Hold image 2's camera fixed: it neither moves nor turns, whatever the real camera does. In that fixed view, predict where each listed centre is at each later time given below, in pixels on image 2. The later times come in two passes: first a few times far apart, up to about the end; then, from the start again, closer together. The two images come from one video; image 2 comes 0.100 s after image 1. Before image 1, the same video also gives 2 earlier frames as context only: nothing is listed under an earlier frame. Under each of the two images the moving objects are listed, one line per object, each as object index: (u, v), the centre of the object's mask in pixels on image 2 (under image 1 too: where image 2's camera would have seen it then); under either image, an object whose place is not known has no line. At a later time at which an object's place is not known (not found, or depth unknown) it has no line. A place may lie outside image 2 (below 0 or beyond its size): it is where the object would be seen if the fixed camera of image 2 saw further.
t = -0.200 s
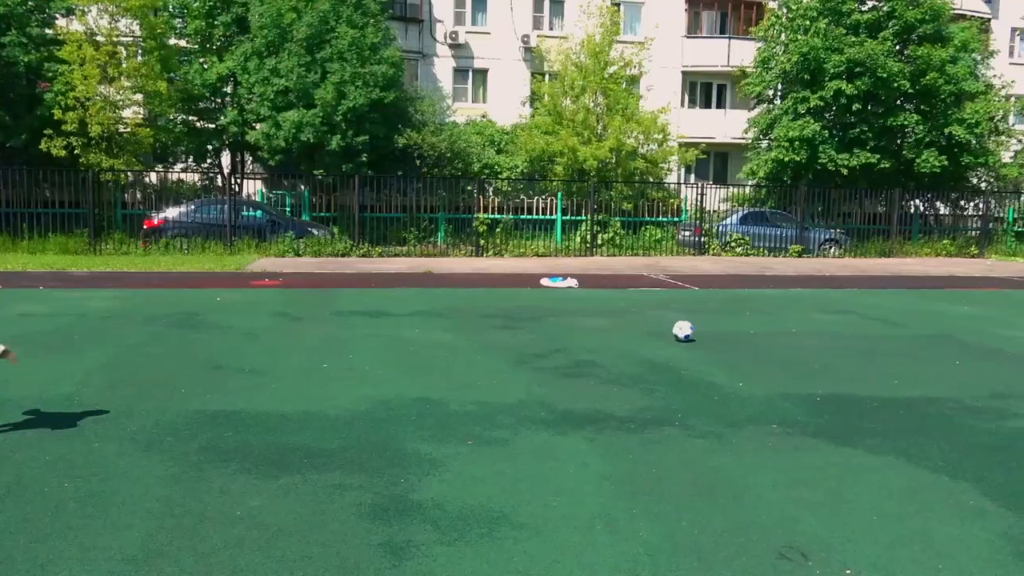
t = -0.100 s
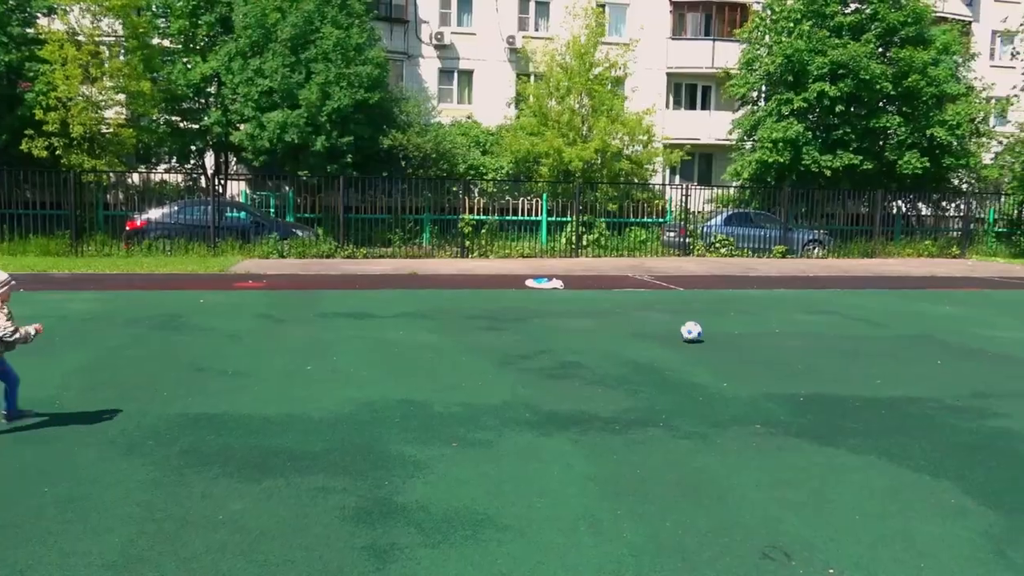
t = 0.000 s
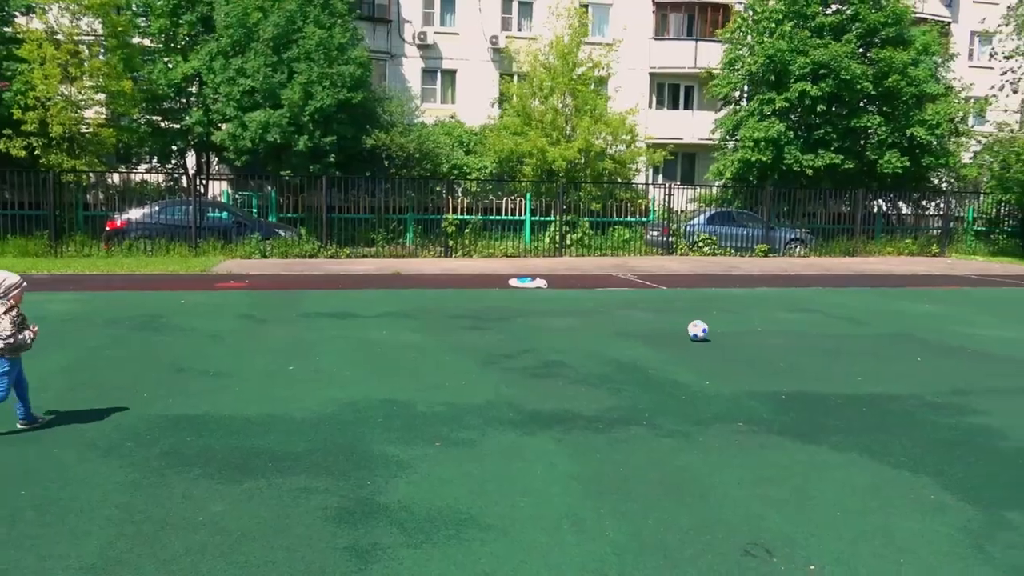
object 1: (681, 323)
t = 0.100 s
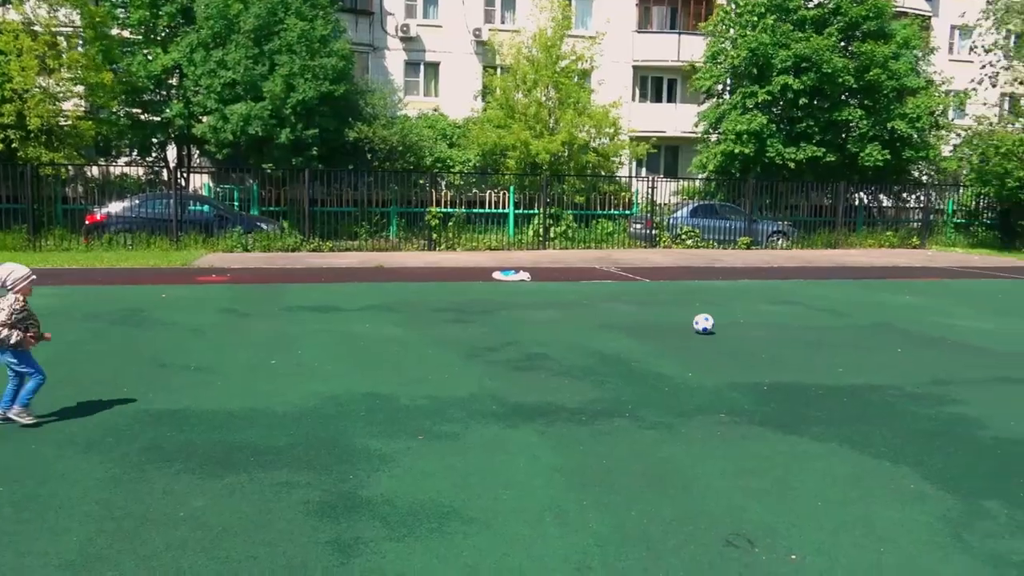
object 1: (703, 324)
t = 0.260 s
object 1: (739, 324)
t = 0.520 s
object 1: (797, 325)
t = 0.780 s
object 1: (853, 327)
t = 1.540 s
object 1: (1008, 329)
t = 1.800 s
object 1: (1057, 331)
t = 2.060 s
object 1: (1105, 331)
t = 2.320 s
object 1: (1151, 333)
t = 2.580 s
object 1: (1198, 334)
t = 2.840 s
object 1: (1243, 334)
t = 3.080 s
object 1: (1284, 336)
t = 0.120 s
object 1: (708, 324)
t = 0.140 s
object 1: (713, 324)
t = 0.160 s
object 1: (717, 324)
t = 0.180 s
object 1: (722, 324)
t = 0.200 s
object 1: (726, 324)
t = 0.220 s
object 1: (730, 324)
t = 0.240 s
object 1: (735, 324)
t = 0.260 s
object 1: (739, 324)
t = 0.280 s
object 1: (744, 325)
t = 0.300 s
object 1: (748, 325)
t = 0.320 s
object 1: (753, 325)
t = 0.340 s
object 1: (758, 325)
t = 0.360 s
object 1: (762, 325)
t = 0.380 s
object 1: (766, 325)
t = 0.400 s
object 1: (771, 325)
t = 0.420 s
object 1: (775, 325)
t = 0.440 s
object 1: (780, 325)
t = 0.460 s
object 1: (784, 325)
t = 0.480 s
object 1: (789, 325)
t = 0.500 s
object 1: (793, 325)
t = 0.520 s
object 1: (797, 325)
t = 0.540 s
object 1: (802, 325)
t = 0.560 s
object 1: (806, 326)
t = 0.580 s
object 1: (811, 326)
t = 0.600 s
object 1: (815, 325)
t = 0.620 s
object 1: (819, 326)
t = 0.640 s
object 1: (823, 326)
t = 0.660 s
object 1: (828, 326)
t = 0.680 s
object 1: (832, 326)
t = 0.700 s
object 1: (836, 326)
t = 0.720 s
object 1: (841, 326)
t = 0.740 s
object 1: (845, 327)
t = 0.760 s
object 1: (849, 327)
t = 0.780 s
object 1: (853, 327)
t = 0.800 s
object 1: (858, 327)
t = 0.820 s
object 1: (862, 327)
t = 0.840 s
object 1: (866, 327)
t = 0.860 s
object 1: (871, 327)
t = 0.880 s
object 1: (875, 327)
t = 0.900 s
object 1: (879, 327)
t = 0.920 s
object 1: (883, 327)
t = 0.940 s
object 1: (887, 327)
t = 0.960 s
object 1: (891, 327)
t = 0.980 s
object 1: (895, 327)
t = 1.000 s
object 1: (899, 327)
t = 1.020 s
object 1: (904, 327)
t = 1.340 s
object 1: (968, 329)
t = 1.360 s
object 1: (972, 329)
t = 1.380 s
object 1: (976, 329)
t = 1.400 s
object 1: (980, 329)
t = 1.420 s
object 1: (984, 329)
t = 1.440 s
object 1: (988, 329)
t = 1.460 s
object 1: (992, 329)
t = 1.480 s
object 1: (996, 330)
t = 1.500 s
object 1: (1000, 330)
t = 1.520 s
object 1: (1004, 330)
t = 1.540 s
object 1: (1008, 329)
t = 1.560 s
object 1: (1011, 330)
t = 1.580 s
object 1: (1015, 330)
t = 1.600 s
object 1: (1019, 329)
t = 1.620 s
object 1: (1023, 328)
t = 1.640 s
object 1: (1027, 329)
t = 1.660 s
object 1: (1030, 329)
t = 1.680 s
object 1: (1035, 330)
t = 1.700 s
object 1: (1038, 330)
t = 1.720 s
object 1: (1042, 330)
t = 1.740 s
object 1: (1046, 330)
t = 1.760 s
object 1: (1050, 330)
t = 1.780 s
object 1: (1054, 331)
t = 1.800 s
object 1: (1057, 331)
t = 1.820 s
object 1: (1061, 330)
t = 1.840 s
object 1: (1064, 331)
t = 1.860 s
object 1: (1068, 331)
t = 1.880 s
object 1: (1072, 331)
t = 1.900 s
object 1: (1076, 331)
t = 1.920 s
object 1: (1079, 331)
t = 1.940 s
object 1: (1083, 331)
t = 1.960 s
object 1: (1087, 331)
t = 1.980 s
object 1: (1090, 331)
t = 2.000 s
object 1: (1094, 331)
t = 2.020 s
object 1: (1098, 331)
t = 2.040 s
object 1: (1102, 331)
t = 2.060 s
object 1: (1105, 331)
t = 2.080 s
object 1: (1108, 331)
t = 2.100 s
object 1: (1113, 331)
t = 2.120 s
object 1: (1116, 331)
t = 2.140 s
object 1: (1119, 331)
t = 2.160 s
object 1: (1124, 332)
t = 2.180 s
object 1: (1127, 332)
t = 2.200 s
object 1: (1130, 332)
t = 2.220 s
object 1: (1134, 331)
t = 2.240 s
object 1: (1137, 332)
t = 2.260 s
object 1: (1141, 332)
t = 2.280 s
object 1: (1144, 332)
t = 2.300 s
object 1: (1148, 333)
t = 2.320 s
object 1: (1151, 333)
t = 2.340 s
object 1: (1155, 333)
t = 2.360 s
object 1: (1159, 333)
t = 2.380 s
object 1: (1162, 333)
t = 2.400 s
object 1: (1166, 333)
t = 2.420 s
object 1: (1170, 333)
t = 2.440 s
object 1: (1174, 333)
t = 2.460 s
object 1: (1177, 334)
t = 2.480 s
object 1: (1181, 334)
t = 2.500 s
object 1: (1184, 333)
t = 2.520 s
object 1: (1188, 334)
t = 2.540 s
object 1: (1191, 334)
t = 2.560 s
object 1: (1195, 334)
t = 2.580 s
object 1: (1198, 334)
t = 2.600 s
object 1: (1201, 334)
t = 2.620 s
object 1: (1205, 334)
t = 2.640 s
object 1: (1208, 334)
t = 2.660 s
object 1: (1212, 334)
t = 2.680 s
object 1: (1215, 334)
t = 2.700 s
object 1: (1219, 334)
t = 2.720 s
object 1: (1222, 334)
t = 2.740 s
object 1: (1226, 334)
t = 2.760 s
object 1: (1229, 334)
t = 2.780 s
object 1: (1233, 334)
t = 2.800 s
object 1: (1236, 335)
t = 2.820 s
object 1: (1239, 335)
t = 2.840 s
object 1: (1243, 334)
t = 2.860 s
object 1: (1246, 335)
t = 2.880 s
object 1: (1250, 335)
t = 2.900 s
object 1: (1253, 336)
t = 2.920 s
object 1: (1257, 335)
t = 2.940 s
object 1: (1260, 336)
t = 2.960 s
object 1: (1264, 336)
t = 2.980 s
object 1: (1267, 336)
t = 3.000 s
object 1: (1270, 336)
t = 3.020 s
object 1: (1274, 336)
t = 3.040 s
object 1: (1277, 336)
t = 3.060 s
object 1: (1280, 336)
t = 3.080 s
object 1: (1284, 336)
